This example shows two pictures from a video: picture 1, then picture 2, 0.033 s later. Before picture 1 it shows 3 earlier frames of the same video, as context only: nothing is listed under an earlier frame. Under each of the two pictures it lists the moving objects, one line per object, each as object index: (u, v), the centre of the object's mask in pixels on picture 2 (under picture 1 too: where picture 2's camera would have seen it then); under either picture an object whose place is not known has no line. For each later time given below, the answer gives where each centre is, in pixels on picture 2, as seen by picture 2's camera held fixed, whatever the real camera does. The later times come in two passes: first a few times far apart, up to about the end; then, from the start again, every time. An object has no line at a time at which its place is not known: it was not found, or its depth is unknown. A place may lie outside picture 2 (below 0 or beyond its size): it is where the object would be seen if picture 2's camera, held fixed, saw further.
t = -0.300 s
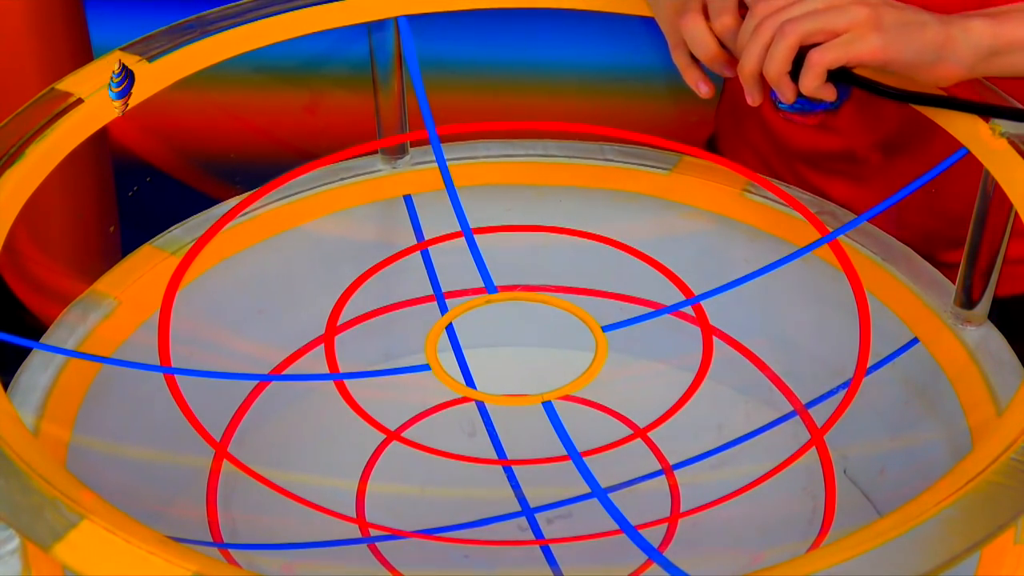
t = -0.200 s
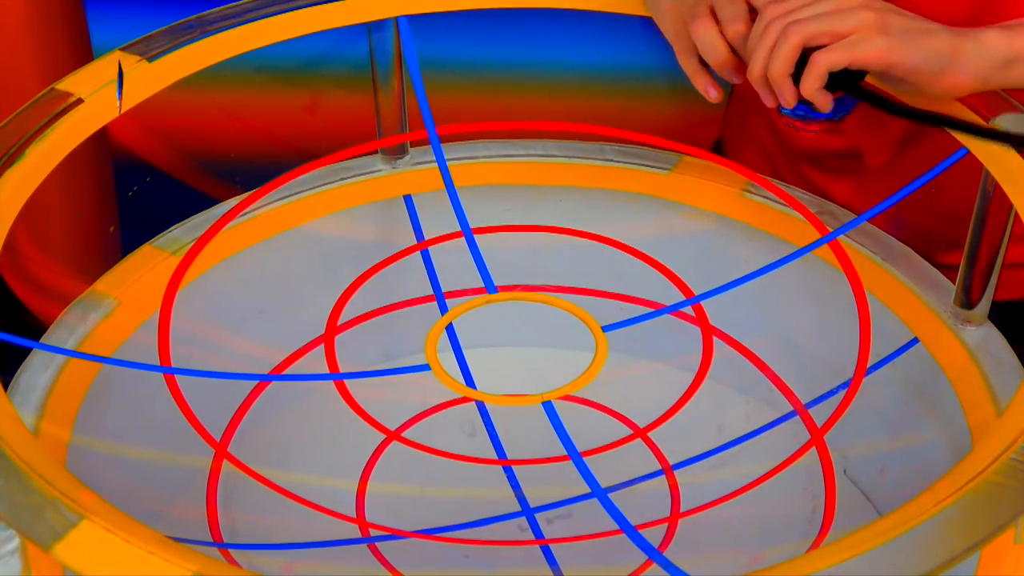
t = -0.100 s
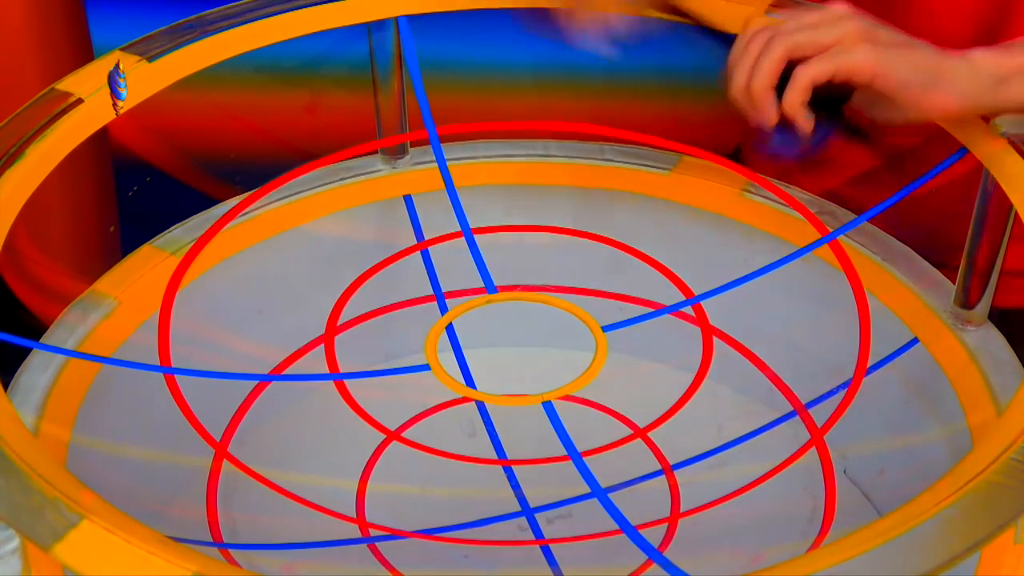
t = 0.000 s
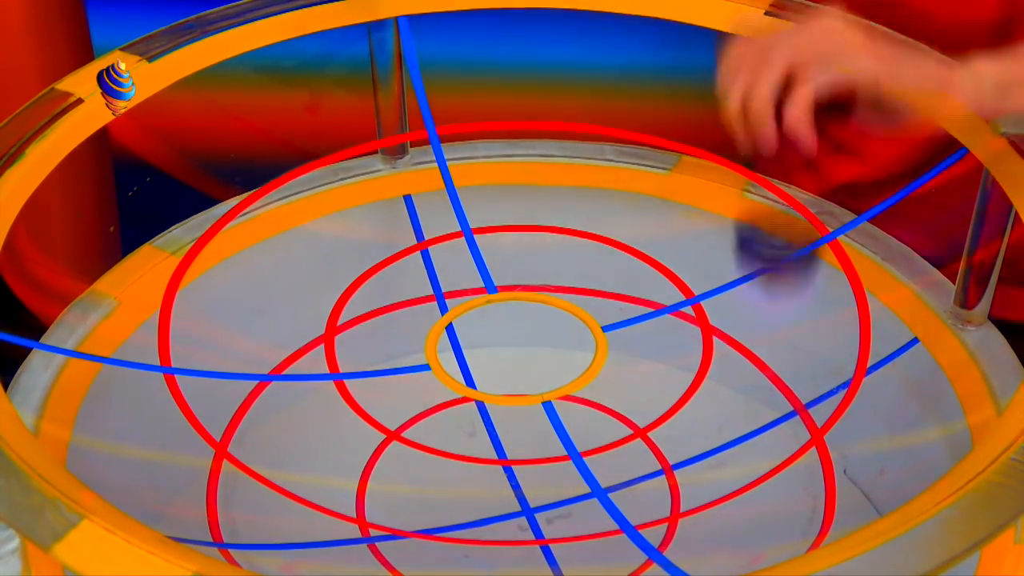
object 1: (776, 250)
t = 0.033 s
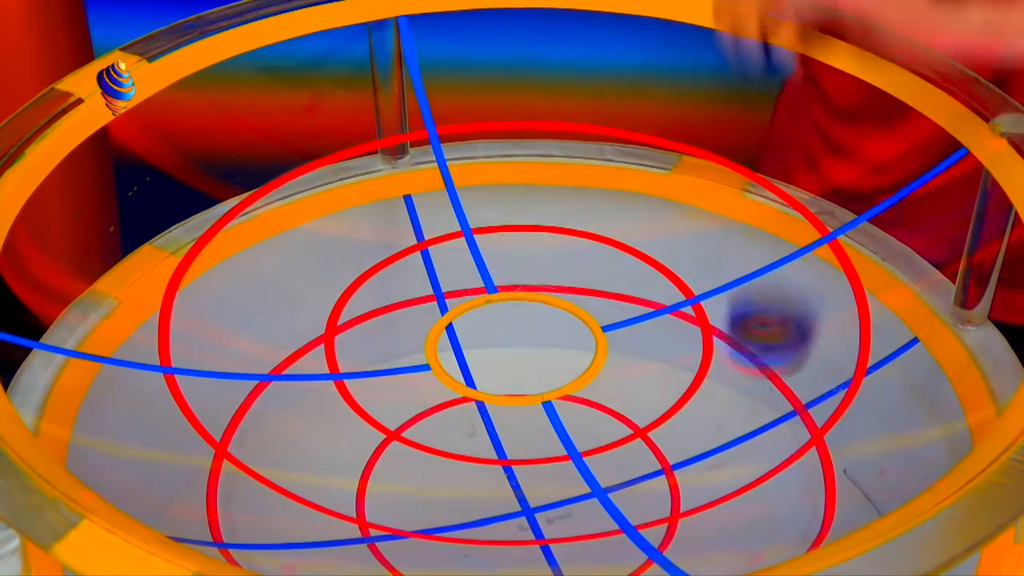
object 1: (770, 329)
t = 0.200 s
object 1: (581, 409)
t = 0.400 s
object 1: (397, 387)
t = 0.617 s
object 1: (382, 321)
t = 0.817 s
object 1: (436, 299)
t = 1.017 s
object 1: (509, 344)
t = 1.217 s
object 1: (552, 446)
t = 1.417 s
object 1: (517, 448)
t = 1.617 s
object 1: (485, 473)
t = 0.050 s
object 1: (758, 340)
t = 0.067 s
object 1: (741, 340)
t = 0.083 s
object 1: (724, 343)
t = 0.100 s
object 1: (704, 351)
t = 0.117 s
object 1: (685, 362)
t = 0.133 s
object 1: (666, 375)
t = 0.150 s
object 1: (650, 388)
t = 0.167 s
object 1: (623, 411)
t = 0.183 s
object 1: (606, 410)
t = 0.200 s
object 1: (581, 409)
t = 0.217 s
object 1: (562, 412)
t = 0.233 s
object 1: (539, 418)
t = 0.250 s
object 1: (522, 418)
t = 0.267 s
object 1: (502, 416)
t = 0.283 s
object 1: (488, 417)
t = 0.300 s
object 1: (467, 415)
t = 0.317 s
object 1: (454, 411)
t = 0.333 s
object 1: (436, 408)
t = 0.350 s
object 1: (426, 404)
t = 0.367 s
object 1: (414, 399)
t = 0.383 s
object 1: (406, 392)
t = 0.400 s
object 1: (397, 387)
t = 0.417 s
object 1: (390, 380)
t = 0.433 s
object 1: (384, 374)
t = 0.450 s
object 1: (380, 370)
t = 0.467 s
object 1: (377, 363)
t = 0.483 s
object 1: (376, 357)
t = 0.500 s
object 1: (373, 352)
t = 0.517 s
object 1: (373, 348)
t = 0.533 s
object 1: (373, 342)
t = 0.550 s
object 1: (374, 338)
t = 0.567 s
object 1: (375, 332)
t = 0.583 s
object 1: (377, 330)
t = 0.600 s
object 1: (380, 325)
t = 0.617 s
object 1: (382, 321)
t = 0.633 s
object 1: (386, 318)
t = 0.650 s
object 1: (389, 314)
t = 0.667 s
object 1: (394, 313)
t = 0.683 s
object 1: (398, 311)
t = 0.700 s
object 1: (404, 308)
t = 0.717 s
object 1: (408, 306)
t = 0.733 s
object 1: (414, 304)
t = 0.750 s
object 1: (418, 303)
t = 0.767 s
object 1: (423, 302)
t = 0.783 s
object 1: (428, 301)
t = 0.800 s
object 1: (433, 300)
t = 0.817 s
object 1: (436, 299)
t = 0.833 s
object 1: (440, 298)
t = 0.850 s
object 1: (443, 298)
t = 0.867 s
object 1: (447, 299)
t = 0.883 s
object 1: (451, 302)
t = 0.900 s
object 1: (458, 306)
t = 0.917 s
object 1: (465, 311)
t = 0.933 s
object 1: (472, 315)
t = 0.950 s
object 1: (477, 314)
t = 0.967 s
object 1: (486, 317)
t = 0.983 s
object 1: (493, 323)
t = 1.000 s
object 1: (502, 333)
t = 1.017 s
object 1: (509, 344)
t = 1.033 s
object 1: (516, 360)
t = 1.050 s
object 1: (521, 370)
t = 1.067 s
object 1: (525, 405)
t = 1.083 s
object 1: (529, 432)
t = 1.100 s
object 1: (540, 457)
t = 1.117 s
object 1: (550, 484)
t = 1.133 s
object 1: (548, 470)
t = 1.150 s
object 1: (548, 457)
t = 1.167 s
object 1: (550, 451)
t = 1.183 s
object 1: (551, 447)
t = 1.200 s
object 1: (551, 445)
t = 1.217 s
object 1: (552, 446)
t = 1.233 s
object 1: (552, 452)
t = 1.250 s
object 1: (551, 457)
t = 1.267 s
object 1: (548, 466)
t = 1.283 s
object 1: (544, 458)
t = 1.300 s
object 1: (541, 456)
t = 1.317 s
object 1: (539, 455)
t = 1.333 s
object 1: (536, 454)
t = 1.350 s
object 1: (534, 451)
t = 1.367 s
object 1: (530, 450)
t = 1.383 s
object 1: (525, 448)
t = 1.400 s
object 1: (521, 448)
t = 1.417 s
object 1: (517, 448)
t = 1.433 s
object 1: (513, 449)
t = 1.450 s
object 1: (509, 450)
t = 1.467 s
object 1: (505, 452)
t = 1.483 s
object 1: (501, 454)
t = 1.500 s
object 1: (498, 457)
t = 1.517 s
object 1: (495, 459)
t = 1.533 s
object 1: (492, 466)
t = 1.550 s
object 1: (492, 465)
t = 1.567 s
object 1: (489, 468)
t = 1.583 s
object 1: (488, 470)
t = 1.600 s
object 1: (487, 471)
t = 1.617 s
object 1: (485, 473)
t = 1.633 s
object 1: (485, 475)
